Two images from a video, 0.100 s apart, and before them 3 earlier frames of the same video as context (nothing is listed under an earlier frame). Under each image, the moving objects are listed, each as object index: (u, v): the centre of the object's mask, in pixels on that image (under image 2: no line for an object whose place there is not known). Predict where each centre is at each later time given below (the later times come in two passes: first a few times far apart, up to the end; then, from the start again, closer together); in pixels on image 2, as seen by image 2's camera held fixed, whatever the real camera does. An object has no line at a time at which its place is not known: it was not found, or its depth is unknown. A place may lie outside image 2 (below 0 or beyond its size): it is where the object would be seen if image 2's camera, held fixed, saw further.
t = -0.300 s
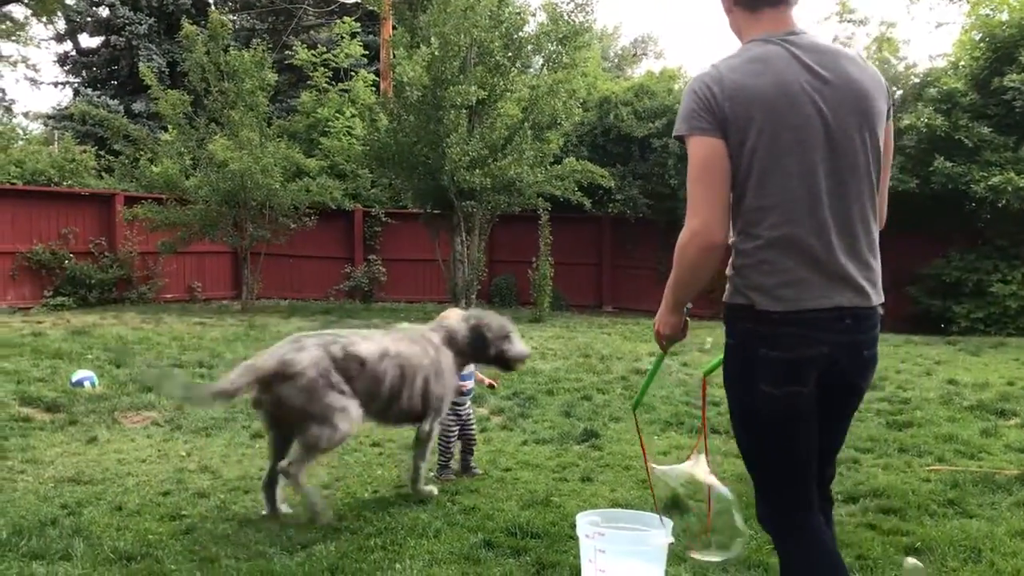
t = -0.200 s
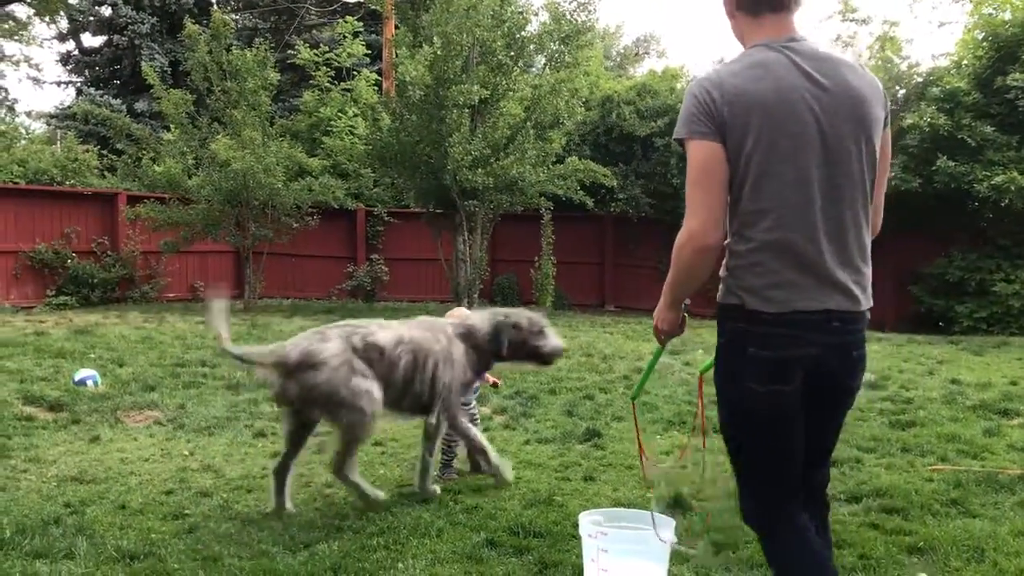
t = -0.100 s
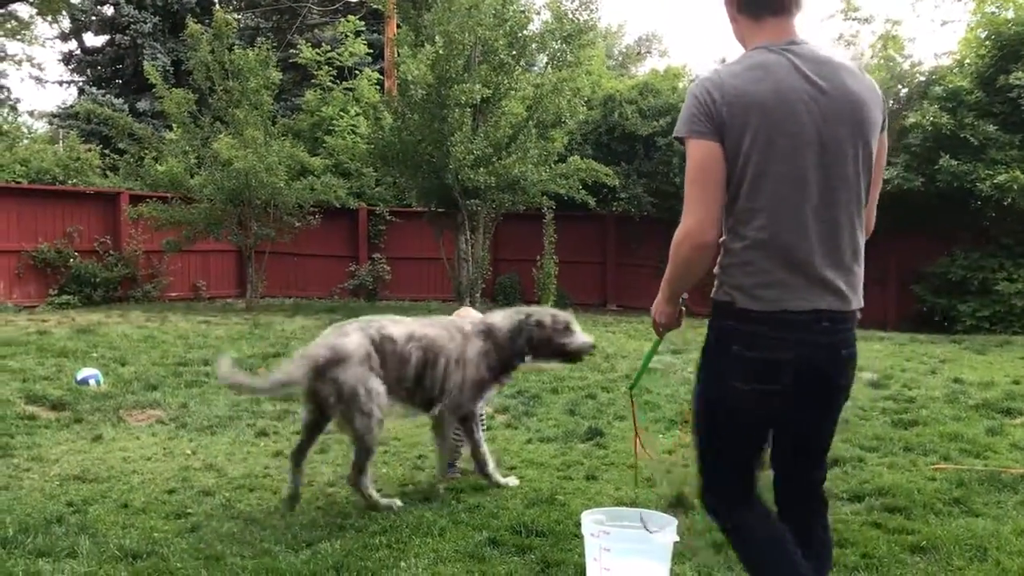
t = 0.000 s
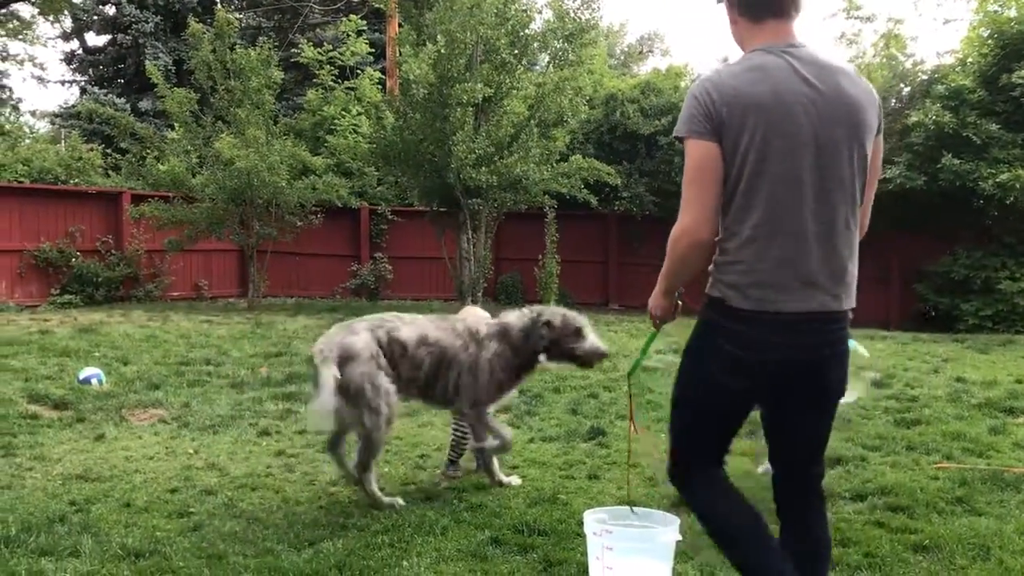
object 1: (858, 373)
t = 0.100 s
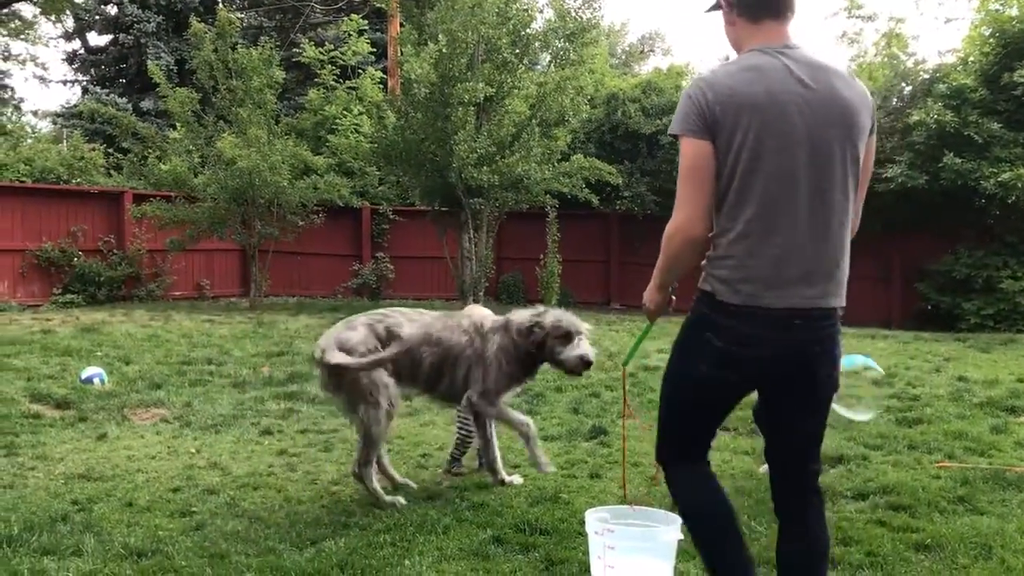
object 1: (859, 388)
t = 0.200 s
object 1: (870, 411)
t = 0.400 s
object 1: (892, 455)
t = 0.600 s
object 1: (911, 496)
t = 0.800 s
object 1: (929, 533)
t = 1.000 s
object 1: (943, 561)
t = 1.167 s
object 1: (953, 572)
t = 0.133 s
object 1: (861, 396)
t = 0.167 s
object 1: (866, 404)
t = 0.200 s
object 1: (870, 411)
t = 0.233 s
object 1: (874, 418)
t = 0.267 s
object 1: (879, 425)
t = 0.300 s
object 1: (882, 433)
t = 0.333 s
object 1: (884, 440)
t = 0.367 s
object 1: (888, 447)
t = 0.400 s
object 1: (892, 455)
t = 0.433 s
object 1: (896, 462)
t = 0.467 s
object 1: (899, 469)
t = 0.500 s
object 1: (903, 476)
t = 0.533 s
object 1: (905, 483)
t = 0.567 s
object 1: (908, 490)
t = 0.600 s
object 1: (911, 496)
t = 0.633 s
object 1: (913, 502)
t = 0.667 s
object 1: (916, 509)
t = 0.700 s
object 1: (918, 515)
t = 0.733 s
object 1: (921, 521)
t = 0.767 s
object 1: (924, 526)
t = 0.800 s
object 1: (929, 533)
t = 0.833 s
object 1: (932, 539)
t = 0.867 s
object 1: (933, 545)
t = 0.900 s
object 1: (935, 550)
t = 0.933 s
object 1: (937, 554)
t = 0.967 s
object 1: (940, 558)
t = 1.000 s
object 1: (943, 561)
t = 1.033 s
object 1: (947, 559)
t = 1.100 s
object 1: (952, 563)
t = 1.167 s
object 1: (953, 572)
